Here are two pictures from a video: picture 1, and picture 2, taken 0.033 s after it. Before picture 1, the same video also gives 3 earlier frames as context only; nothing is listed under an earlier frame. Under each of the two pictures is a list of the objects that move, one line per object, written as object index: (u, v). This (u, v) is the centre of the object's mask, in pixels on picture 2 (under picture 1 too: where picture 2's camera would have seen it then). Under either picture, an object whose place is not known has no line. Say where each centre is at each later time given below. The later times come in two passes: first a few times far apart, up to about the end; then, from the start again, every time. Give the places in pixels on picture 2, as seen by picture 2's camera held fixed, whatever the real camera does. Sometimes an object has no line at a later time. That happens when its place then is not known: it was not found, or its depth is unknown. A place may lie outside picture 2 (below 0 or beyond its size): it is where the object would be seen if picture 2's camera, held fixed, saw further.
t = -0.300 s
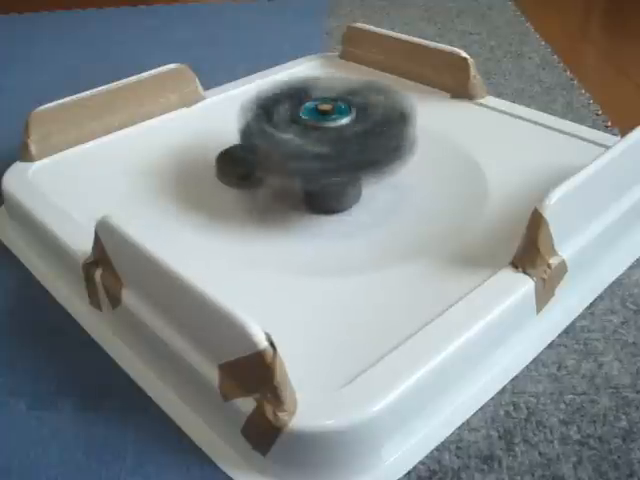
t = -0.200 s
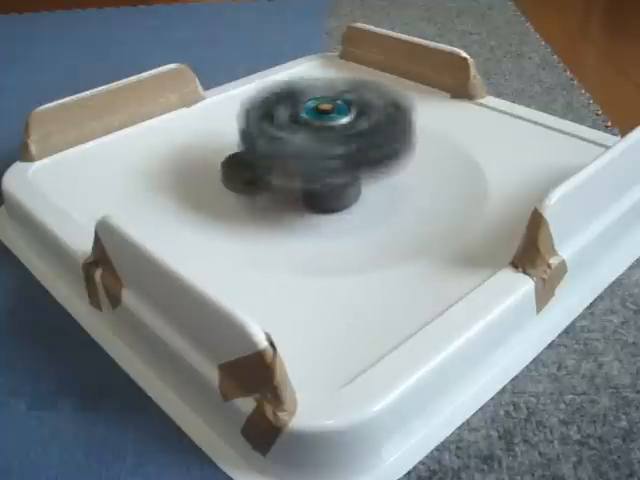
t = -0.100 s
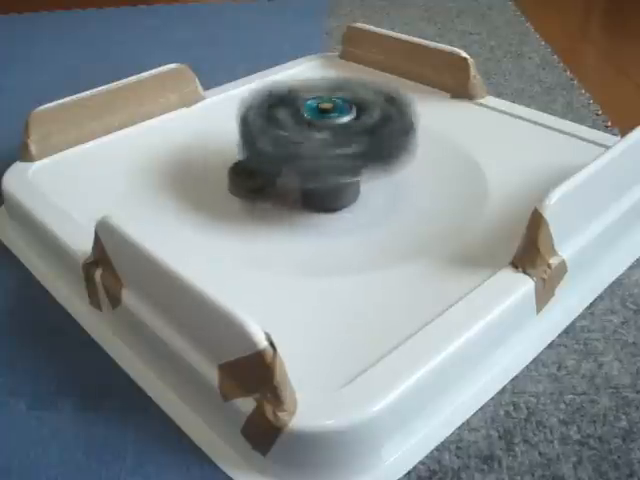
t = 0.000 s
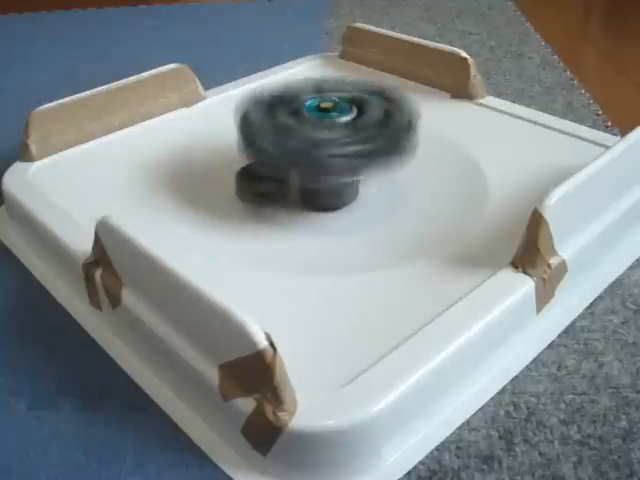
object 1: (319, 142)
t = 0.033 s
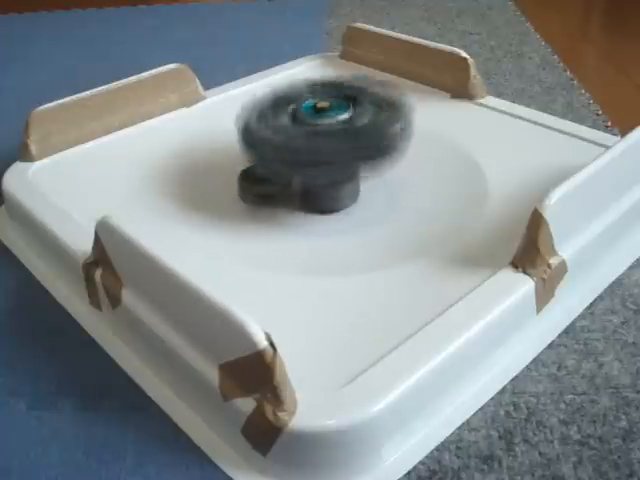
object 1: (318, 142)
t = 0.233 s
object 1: (318, 144)
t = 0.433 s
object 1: (319, 147)
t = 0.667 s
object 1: (326, 145)
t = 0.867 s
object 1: (326, 150)
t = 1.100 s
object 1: (323, 148)
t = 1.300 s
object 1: (327, 144)
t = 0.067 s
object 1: (319, 142)
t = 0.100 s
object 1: (318, 142)
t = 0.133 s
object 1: (316, 143)
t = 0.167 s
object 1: (315, 144)
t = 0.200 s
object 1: (317, 144)
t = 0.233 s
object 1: (318, 144)
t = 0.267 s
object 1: (319, 146)
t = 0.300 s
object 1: (321, 145)
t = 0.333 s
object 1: (321, 145)
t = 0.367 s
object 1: (321, 146)
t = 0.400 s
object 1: (321, 147)
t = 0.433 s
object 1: (319, 147)
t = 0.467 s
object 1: (319, 148)
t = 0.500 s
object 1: (322, 146)
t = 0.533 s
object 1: (320, 147)
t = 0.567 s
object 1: (321, 149)
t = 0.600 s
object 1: (323, 147)
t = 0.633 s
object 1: (322, 148)
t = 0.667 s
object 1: (326, 145)
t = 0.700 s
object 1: (325, 149)
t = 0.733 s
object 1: (325, 149)
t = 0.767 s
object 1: (325, 148)
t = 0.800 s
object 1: (325, 149)
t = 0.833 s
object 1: (326, 150)
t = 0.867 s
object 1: (326, 150)
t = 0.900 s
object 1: (326, 150)
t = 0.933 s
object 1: (325, 152)
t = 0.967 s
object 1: (325, 150)
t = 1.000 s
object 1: (326, 150)
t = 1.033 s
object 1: (324, 151)
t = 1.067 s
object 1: (323, 150)
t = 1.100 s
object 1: (323, 148)
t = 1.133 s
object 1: (321, 149)
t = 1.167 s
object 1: (320, 150)
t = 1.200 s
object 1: (314, 152)
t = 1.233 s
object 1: (328, 142)
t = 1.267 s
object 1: (327, 143)
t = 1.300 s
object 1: (327, 144)
